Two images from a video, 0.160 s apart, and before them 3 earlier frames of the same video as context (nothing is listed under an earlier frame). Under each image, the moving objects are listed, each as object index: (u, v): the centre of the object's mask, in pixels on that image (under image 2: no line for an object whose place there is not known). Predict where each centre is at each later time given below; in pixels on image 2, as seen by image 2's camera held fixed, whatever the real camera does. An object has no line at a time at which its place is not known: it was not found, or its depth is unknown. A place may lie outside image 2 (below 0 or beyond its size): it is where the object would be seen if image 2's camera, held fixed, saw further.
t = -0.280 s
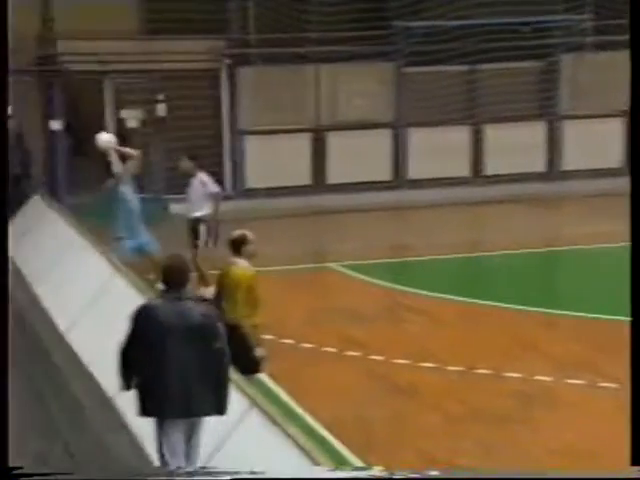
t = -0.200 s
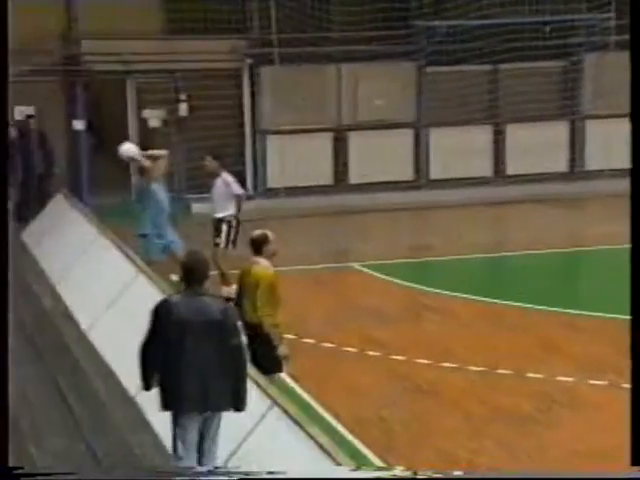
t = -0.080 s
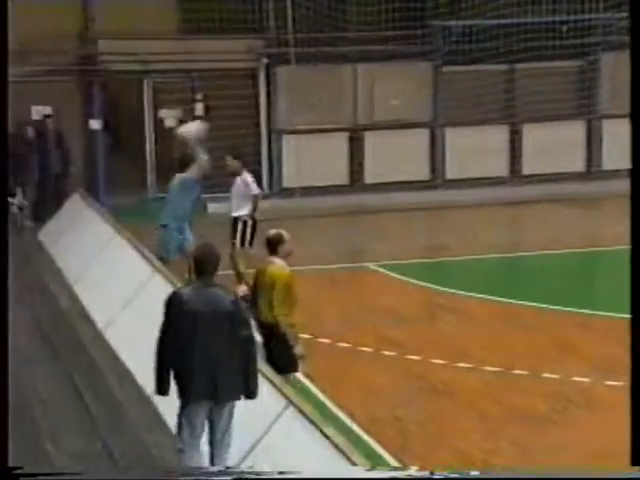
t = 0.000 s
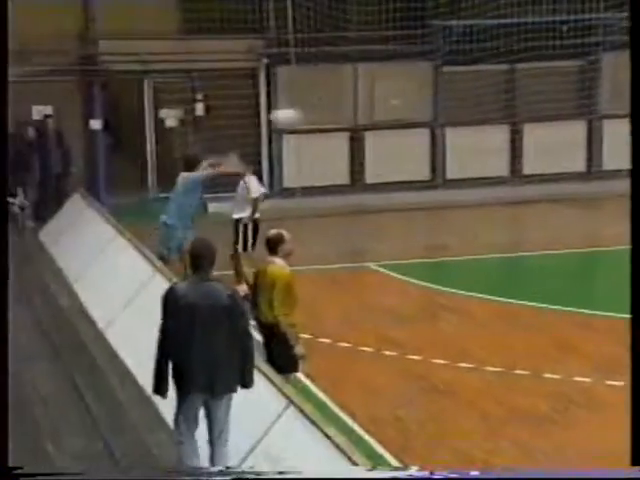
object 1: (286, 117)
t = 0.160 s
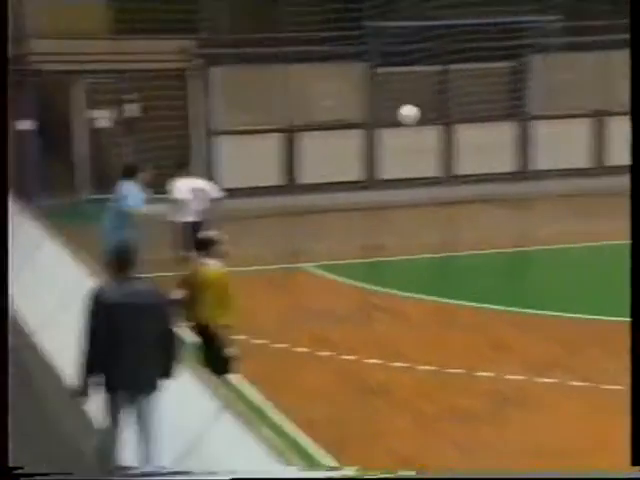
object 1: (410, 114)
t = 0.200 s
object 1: (454, 116)
